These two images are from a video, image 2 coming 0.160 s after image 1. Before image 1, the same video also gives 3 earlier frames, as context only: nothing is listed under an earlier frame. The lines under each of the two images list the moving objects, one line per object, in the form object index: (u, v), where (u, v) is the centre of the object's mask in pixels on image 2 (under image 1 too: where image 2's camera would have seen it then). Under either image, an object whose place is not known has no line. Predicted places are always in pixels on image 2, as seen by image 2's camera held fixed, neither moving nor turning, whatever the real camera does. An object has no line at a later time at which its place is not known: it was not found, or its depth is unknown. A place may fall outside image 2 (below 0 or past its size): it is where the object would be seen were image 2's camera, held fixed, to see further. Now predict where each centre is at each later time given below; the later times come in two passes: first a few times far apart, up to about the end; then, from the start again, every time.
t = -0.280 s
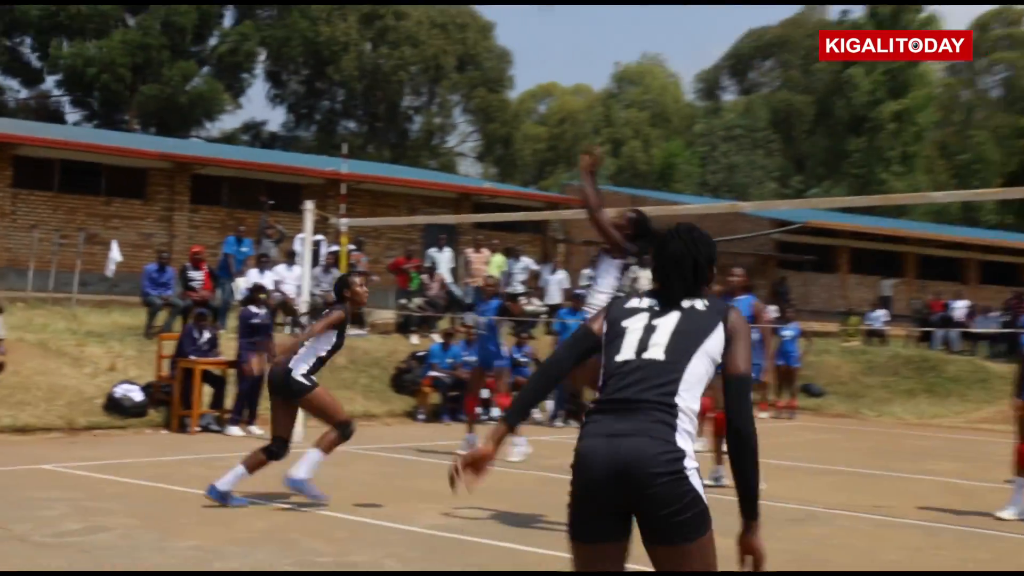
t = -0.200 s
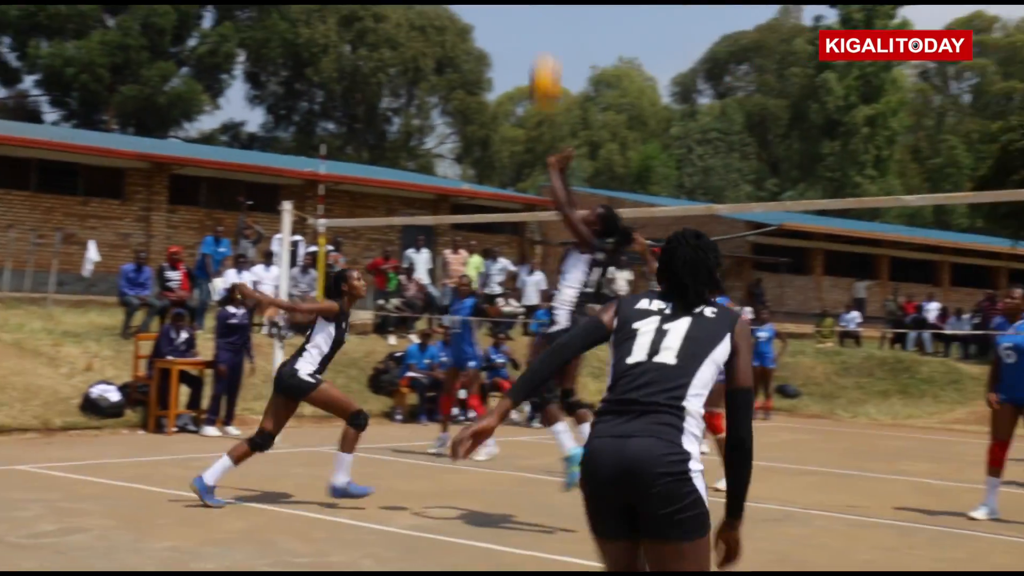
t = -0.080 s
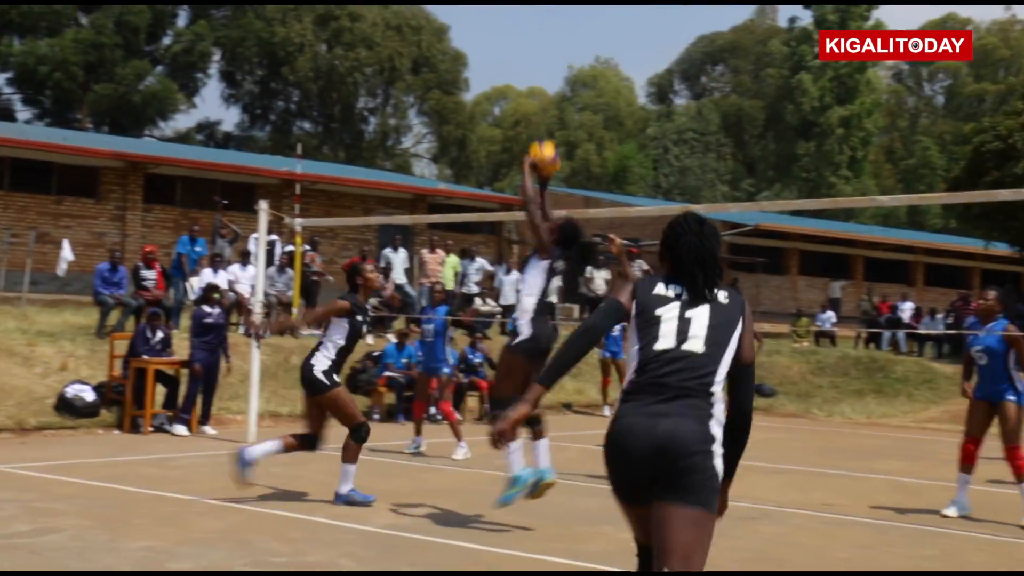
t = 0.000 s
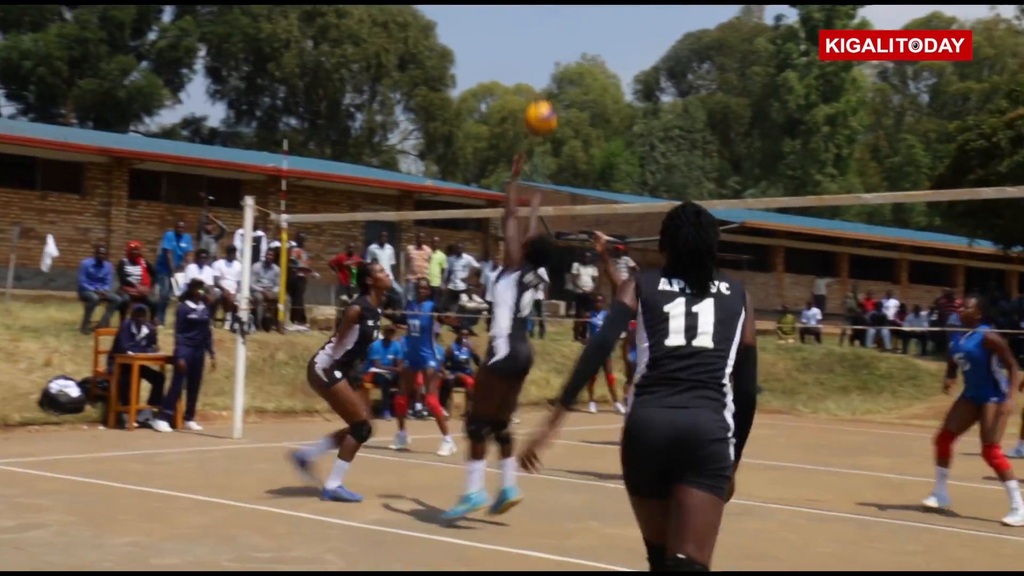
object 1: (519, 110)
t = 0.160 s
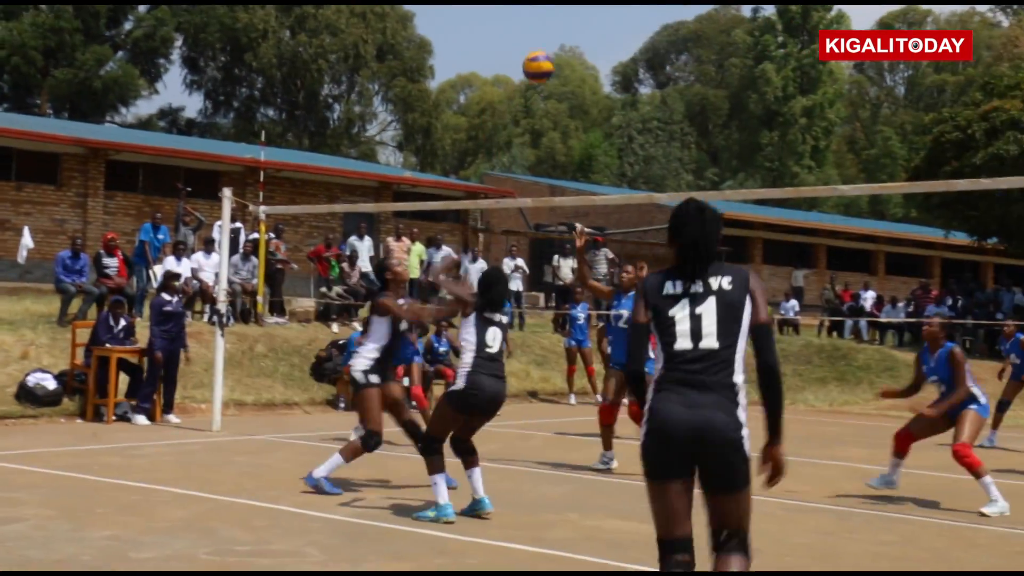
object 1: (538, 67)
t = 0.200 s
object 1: (542, 62)
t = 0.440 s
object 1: (564, 82)
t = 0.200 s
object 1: (542, 62)
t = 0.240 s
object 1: (546, 60)
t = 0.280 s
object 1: (550, 60)
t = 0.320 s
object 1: (554, 62)
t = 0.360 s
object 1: (557, 66)
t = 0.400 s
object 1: (561, 73)
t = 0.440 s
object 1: (564, 82)
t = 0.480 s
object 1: (567, 93)
